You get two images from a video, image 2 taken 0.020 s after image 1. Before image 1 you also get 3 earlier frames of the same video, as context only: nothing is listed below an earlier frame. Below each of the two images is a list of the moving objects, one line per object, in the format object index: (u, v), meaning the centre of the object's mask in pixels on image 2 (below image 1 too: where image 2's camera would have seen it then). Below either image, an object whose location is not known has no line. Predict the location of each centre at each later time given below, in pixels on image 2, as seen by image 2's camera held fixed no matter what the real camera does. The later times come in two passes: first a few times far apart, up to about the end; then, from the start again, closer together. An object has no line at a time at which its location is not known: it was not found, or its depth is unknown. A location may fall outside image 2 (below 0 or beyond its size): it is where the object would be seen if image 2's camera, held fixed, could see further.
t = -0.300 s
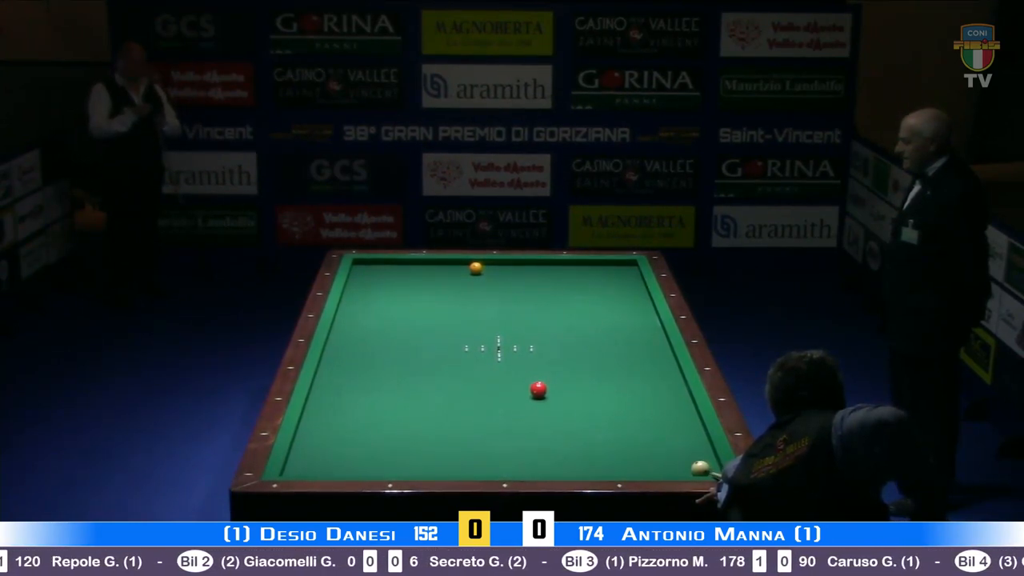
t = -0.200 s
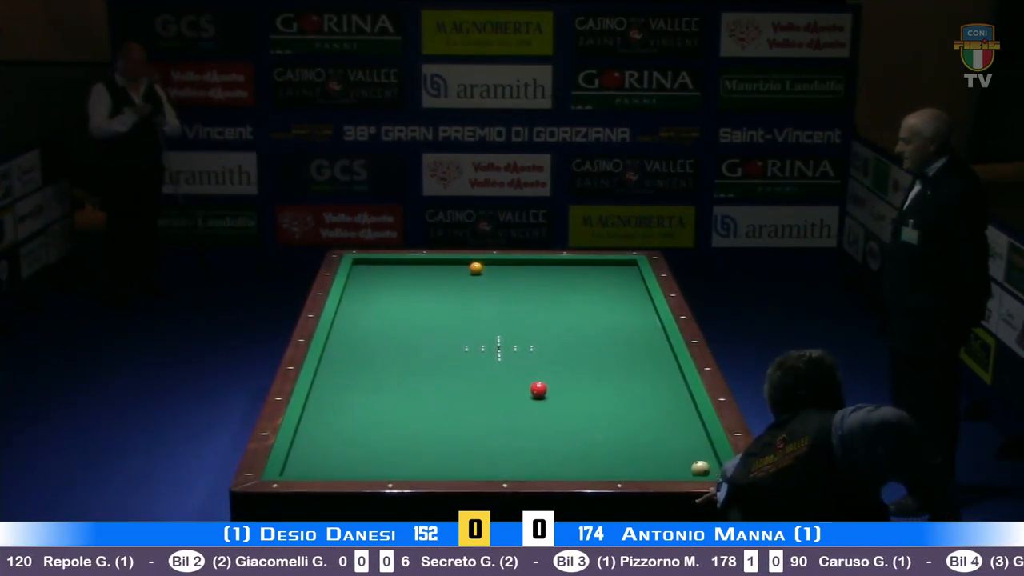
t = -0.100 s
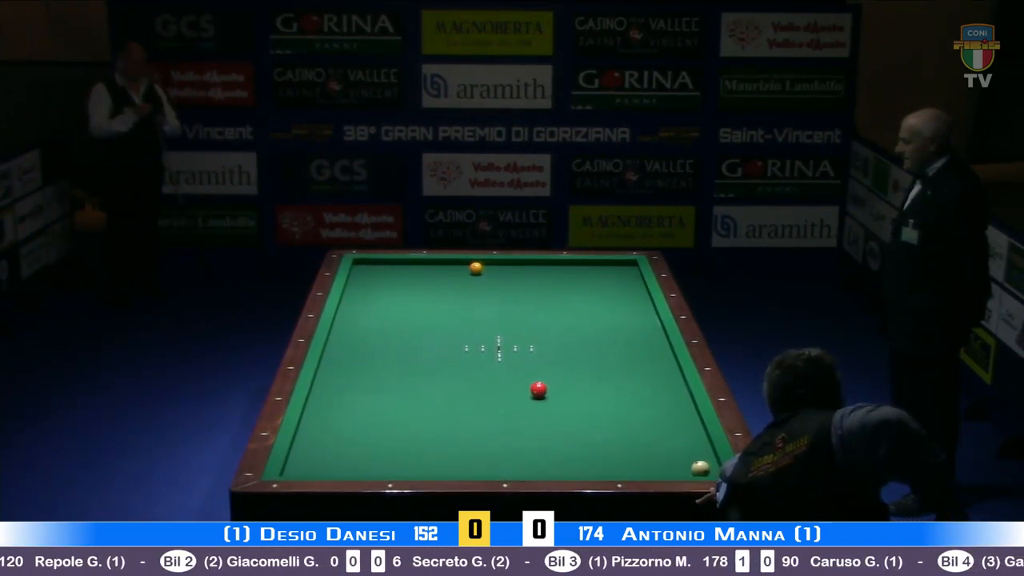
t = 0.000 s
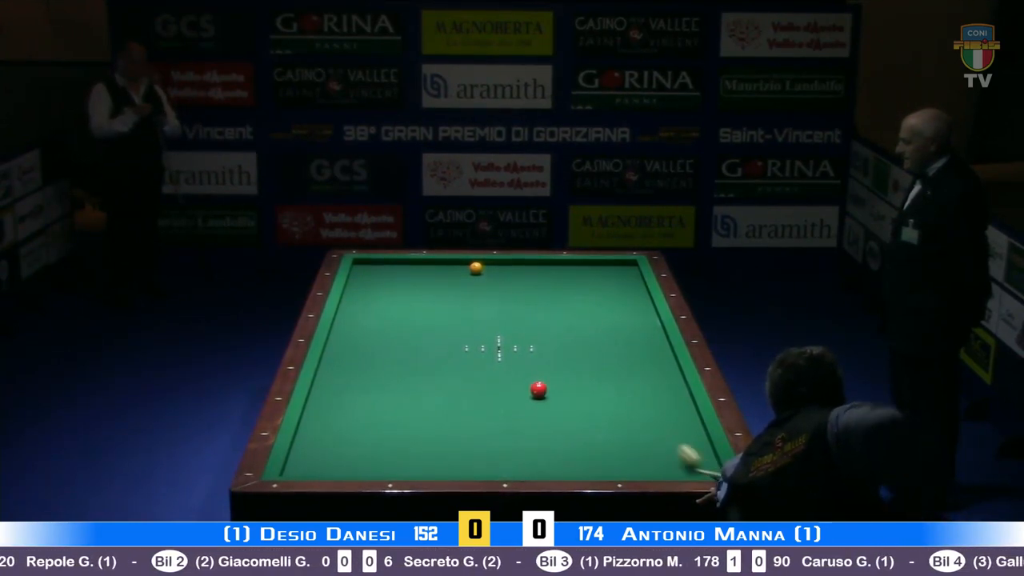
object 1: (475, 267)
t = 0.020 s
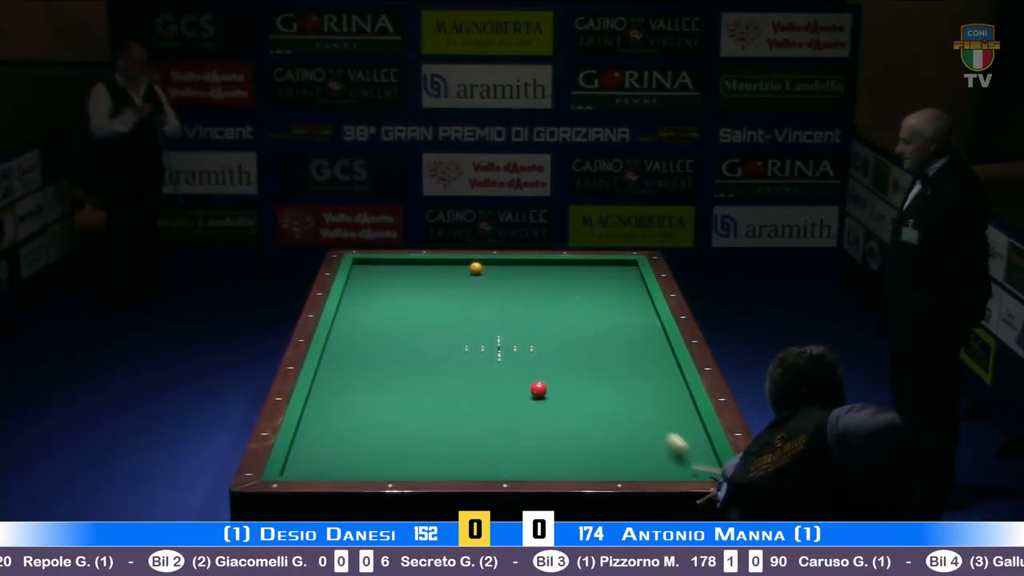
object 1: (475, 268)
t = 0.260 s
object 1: (475, 267)
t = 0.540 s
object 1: (475, 264)
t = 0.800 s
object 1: (475, 291)
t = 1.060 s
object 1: (471, 331)
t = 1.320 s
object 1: (467, 374)
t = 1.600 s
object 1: (462, 428)
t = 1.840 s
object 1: (457, 466)
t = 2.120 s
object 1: (455, 420)
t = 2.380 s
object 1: (452, 391)
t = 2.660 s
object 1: (449, 364)
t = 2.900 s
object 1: (447, 342)
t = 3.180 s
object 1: (445, 320)
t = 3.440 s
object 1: (443, 302)
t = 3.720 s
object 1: (442, 284)
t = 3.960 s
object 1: (440, 269)
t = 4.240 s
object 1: (437, 265)
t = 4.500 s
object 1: (435, 274)
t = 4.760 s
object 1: (433, 283)
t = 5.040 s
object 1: (430, 292)
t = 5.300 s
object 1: (428, 302)
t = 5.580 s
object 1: (425, 312)
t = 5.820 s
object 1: (423, 321)
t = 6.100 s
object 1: (420, 331)
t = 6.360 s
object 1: (417, 341)
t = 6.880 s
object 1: (412, 361)
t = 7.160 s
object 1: (409, 372)
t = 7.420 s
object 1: (407, 383)
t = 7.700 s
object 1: (404, 394)
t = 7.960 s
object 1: (401, 406)
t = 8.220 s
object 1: (399, 416)
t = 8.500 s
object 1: (396, 429)
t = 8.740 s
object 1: (394, 440)
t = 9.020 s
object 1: (391, 452)
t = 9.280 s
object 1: (388, 464)
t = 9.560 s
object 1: (385, 471)
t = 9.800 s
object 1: (386, 467)
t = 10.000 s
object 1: (390, 464)
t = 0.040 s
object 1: (475, 267)
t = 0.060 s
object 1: (475, 267)
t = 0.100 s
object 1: (475, 267)
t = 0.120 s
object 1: (475, 267)
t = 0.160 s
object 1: (475, 267)
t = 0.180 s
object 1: (475, 267)
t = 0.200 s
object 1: (475, 267)
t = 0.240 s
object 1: (475, 267)
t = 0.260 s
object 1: (475, 267)
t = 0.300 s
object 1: (475, 267)
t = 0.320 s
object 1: (475, 267)
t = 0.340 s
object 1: (475, 267)
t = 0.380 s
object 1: (475, 268)
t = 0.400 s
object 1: (475, 267)
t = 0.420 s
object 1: (475, 268)
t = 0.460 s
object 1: (475, 267)
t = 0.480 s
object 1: (475, 268)
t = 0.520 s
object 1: (474, 266)
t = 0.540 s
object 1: (475, 264)
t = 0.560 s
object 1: (477, 262)
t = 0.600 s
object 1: (477, 261)
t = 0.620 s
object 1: (477, 263)
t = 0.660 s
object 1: (477, 269)
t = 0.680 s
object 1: (476, 272)
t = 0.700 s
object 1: (476, 276)
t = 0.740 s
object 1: (476, 281)
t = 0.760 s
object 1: (476, 284)
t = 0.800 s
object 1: (475, 291)
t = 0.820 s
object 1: (475, 294)
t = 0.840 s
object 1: (474, 297)
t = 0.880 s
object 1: (474, 303)
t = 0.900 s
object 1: (473, 307)
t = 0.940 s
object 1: (473, 313)
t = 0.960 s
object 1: (473, 316)
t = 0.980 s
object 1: (473, 319)
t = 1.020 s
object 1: (472, 325)
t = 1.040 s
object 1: (471, 329)
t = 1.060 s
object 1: (471, 331)
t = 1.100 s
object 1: (470, 338)
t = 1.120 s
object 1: (471, 341)
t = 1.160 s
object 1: (470, 347)
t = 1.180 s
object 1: (469, 350)
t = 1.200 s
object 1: (469, 354)
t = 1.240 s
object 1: (469, 360)
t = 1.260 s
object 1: (468, 364)
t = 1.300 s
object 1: (468, 371)
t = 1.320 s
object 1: (467, 374)
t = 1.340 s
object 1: (467, 377)
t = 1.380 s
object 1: (466, 385)
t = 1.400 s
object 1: (466, 389)
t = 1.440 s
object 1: (465, 396)
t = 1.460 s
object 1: (465, 400)
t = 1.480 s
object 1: (464, 404)
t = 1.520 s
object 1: (463, 412)
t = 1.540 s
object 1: (463, 415)
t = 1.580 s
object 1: (462, 425)
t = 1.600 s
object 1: (462, 428)
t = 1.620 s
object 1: (462, 433)
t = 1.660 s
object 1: (461, 442)
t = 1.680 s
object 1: (460, 447)
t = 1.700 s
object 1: (460, 451)
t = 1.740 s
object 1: (459, 460)
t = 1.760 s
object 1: (459, 464)
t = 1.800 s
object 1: (458, 470)
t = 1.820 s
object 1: (457, 469)
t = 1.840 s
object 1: (457, 466)
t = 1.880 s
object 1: (457, 460)
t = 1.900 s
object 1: (457, 455)
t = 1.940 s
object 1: (456, 448)
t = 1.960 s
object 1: (456, 444)
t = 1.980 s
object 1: (456, 441)
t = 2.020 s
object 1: (456, 435)
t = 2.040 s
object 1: (455, 432)
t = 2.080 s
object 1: (455, 426)
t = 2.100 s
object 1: (455, 423)
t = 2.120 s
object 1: (455, 420)
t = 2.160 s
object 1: (454, 415)
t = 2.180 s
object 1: (454, 413)
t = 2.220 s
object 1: (454, 408)
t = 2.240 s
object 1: (453, 407)
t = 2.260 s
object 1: (453, 405)
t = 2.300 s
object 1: (452, 400)
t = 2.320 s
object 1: (452, 398)
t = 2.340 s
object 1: (452, 396)
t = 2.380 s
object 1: (452, 391)
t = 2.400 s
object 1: (451, 390)
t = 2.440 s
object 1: (451, 386)
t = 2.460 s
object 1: (451, 383)
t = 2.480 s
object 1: (451, 381)
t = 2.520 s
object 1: (450, 377)
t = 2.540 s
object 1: (450, 376)
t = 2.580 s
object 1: (450, 372)
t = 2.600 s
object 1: (449, 370)
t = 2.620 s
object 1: (449, 368)
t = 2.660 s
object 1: (449, 364)
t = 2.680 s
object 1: (449, 362)
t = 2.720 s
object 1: (448, 358)
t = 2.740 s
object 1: (448, 357)
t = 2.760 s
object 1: (448, 355)
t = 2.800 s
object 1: (448, 351)
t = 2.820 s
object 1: (447, 350)
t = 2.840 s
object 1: (447, 348)
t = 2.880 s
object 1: (447, 344)
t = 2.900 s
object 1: (447, 342)
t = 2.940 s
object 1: (447, 339)
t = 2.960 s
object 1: (447, 338)
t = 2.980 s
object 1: (446, 336)
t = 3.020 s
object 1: (446, 332)
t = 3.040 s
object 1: (446, 331)
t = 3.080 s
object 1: (445, 328)
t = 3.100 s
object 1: (445, 326)
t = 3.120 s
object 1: (445, 325)
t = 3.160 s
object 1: (445, 322)
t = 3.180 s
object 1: (445, 320)
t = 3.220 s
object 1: (444, 317)
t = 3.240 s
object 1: (444, 316)
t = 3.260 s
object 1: (444, 314)
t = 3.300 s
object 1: (444, 312)
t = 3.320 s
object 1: (444, 310)
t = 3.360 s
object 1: (444, 307)
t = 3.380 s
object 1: (444, 306)
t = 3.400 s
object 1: (443, 305)
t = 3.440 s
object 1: (443, 302)
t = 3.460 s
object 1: (443, 300)
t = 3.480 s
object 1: (443, 299)
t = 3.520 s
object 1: (443, 296)
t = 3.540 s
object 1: (442, 295)
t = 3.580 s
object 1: (442, 292)
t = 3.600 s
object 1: (442, 291)
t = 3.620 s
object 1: (442, 290)
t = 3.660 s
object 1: (442, 287)
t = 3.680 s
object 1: (441, 286)
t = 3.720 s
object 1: (442, 284)
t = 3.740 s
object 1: (441, 282)
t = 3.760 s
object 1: (441, 281)
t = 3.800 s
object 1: (441, 278)
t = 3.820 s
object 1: (441, 277)
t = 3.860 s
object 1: (440, 275)
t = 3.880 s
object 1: (440, 273)
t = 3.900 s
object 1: (440, 273)
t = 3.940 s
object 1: (440, 270)
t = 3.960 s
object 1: (440, 269)
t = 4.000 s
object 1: (439, 267)
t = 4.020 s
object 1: (439, 266)
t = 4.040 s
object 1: (439, 265)
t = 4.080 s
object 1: (439, 263)
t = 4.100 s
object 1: (439, 262)
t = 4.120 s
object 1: (439, 261)
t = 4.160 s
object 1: (439, 262)
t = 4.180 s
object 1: (438, 263)
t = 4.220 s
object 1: (438, 264)
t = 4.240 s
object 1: (437, 265)
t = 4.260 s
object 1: (437, 266)
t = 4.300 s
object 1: (437, 267)
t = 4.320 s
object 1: (437, 268)
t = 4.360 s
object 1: (436, 269)
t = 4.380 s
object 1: (436, 269)
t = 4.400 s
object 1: (436, 270)
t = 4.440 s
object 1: (435, 271)
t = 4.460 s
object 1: (436, 272)
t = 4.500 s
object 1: (435, 274)
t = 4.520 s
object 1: (435, 274)
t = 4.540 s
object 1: (435, 275)
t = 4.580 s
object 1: (434, 276)
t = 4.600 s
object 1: (434, 277)
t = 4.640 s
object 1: (434, 279)
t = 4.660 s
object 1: (434, 279)
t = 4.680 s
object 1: (434, 280)
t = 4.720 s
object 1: (433, 281)
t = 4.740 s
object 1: (433, 282)
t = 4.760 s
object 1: (433, 283)
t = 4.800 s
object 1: (432, 284)
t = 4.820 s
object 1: (432, 285)
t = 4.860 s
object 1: (432, 286)
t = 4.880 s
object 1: (432, 287)
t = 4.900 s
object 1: (432, 287)
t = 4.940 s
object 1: (431, 289)
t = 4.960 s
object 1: (431, 290)
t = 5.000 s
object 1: (430, 291)
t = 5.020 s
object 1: (430, 292)
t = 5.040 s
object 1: (430, 292)
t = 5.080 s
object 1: (430, 294)
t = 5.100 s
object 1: (430, 294)
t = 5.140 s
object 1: (429, 296)
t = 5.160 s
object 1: (429, 296)
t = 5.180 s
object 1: (429, 297)
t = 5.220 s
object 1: (428, 299)
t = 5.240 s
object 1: (428, 299)
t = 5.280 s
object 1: (428, 301)
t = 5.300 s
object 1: (428, 302)
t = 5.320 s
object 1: (428, 302)
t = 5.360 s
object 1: (427, 304)
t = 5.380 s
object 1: (427, 305)
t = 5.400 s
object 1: (427, 305)
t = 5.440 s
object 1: (427, 307)
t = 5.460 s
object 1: (426, 308)
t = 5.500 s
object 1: (426, 309)
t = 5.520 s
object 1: (426, 310)
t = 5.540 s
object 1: (426, 310)
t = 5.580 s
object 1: (425, 312)
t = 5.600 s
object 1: (425, 313)
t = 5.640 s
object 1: (424, 314)
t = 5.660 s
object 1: (425, 315)
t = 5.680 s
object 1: (424, 316)
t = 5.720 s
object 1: (424, 317)
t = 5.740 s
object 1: (423, 318)
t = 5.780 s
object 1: (423, 319)
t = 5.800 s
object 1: (423, 320)
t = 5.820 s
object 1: (423, 321)
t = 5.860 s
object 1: (422, 322)
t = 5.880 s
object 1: (422, 323)
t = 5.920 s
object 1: (422, 324)
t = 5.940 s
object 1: (422, 325)
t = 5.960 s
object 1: (421, 326)
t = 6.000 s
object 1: (421, 327)
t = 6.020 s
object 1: (421, 328)
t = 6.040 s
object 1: (420, 329)
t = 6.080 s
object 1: (420, 330)
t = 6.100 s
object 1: (420, 331)
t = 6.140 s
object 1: (419, 333)
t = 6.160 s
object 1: (419, 333)
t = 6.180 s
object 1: (419, 334)
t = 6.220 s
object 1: (419, 336)
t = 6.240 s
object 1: (418, 337)
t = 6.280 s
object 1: (418, 338)
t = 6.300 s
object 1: (418, 339)
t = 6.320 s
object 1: (418, 340)
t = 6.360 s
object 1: (417, 341)
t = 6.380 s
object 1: (417, 342)
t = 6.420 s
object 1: (414, 340)
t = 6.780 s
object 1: (414, 357)
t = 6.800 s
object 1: (413, 358)
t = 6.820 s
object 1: (413, 358)
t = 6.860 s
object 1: (412, 360)
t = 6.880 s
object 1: (412, 361)
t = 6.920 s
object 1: (412, 363)
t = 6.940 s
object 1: (412, 364)
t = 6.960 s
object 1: (412, 364)
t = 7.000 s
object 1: (411, 366)
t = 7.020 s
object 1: (411, 367)
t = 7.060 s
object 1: (411, 368)
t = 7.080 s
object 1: (410, 369)
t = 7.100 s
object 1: (410, 370)
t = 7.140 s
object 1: (409, 372)
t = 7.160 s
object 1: (409, 372)
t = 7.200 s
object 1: (409, 374)
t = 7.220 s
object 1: (409, 375)
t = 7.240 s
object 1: (408, 376)
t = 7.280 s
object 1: (408, 377)
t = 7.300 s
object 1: (408, 378)
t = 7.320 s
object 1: (408, 379)
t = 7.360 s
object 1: (407, 381)
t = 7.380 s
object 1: (407, 381)
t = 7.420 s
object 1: (407, 383)
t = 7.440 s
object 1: (406, 384)
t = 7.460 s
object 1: (406, 385)
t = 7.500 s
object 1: (406, 387)
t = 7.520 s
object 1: (406, 387)
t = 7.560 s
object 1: (405, 389)
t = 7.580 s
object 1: (405, 390)
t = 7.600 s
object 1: (405, 391)
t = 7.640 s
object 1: (405, 392)
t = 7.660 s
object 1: (404, 393)
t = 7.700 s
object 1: (404, 394)
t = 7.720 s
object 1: (404, 395)
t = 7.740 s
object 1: (404, 396)
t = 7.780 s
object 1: (403, 398)
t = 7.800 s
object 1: (403, 399)
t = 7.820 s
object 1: (403, 399)
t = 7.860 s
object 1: (402, 401)
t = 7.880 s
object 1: (402, 402)
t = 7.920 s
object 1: (402, 403)
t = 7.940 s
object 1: (401, 405)
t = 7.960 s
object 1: (401, 406)
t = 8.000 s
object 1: (401, 407)
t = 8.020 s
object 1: (401, 408)
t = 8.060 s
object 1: (401, 409)
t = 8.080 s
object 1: (400, 411)
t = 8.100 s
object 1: (400, 411)
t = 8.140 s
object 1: (399, 413)
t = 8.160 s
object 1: (400, 414)
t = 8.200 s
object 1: (399, 415)
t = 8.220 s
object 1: (399, 416)
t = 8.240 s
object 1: (399, 418)
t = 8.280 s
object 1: (398, 419)
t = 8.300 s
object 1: (398, 421)
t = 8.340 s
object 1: (398, 422)
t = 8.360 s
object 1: (398, 423)
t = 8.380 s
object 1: (397, 424)
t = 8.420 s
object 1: (397, 425)
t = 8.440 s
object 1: (397, 426)
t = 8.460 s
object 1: (397, 427)
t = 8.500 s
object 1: (396, 429)
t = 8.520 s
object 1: (396, 430)
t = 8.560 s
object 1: (395, 431)
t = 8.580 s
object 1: (395, 432)
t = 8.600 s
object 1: (395, 433)
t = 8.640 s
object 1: (395, 435)
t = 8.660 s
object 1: (395, 436)
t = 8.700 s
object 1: (394, 438)
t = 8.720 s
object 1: (394, 438)
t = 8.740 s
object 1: (394, 440)
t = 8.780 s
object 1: (393, 441)
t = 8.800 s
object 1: (393, 442)
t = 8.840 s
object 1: (393, 444)
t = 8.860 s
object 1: (392, 445)
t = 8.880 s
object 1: (392, 446)
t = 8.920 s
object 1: (392, 448)
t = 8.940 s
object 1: (392, 448)
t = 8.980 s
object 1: (391, 450)
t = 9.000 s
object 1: (391, 451)
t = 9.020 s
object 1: (391, 452)
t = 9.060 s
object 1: (390, 454)
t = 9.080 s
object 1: (390, 455)
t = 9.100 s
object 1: (390, 455)
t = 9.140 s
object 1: (390, 457)
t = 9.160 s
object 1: (389, 459)
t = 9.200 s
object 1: (389, 460)
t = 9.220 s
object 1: (388, 461)
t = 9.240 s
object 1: (389, 462)
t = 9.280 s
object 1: (388, 464)
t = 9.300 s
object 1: (387, 464)
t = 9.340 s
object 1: (387, 466)
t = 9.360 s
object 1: (387, 466)
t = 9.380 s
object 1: (387, 467)
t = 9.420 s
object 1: (386, 468)
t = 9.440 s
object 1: (386, 469)
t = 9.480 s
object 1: (386, 470)
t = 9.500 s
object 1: (386, 470)
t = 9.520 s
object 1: (385, 471)
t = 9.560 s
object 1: (385, 471)
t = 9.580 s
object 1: (385, 470)
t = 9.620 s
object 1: (385, 470)
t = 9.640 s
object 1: (385, 469)
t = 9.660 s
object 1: (385, 469)
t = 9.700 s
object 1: (385, 469)
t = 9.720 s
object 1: (386, 468)
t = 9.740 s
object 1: (386, 468)
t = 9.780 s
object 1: (386, 467)
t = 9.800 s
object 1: (386, 467)
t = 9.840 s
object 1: (385, 467)
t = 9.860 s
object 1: (386, 466)
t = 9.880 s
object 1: (386, 465)
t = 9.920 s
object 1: (387, 465)
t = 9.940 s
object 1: (387, 465)
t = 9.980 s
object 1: (389, 464)
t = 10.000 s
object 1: (390, 464)
